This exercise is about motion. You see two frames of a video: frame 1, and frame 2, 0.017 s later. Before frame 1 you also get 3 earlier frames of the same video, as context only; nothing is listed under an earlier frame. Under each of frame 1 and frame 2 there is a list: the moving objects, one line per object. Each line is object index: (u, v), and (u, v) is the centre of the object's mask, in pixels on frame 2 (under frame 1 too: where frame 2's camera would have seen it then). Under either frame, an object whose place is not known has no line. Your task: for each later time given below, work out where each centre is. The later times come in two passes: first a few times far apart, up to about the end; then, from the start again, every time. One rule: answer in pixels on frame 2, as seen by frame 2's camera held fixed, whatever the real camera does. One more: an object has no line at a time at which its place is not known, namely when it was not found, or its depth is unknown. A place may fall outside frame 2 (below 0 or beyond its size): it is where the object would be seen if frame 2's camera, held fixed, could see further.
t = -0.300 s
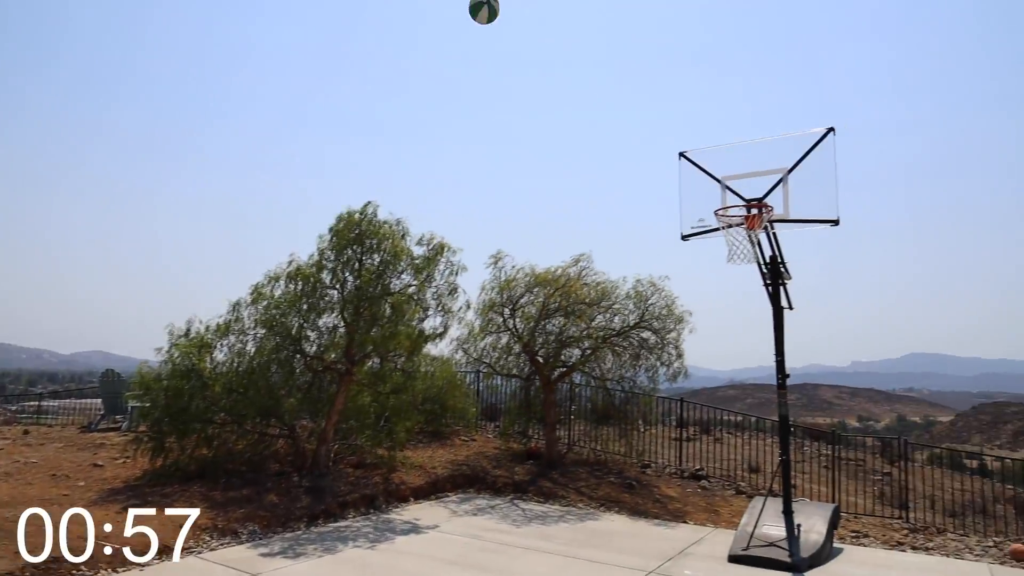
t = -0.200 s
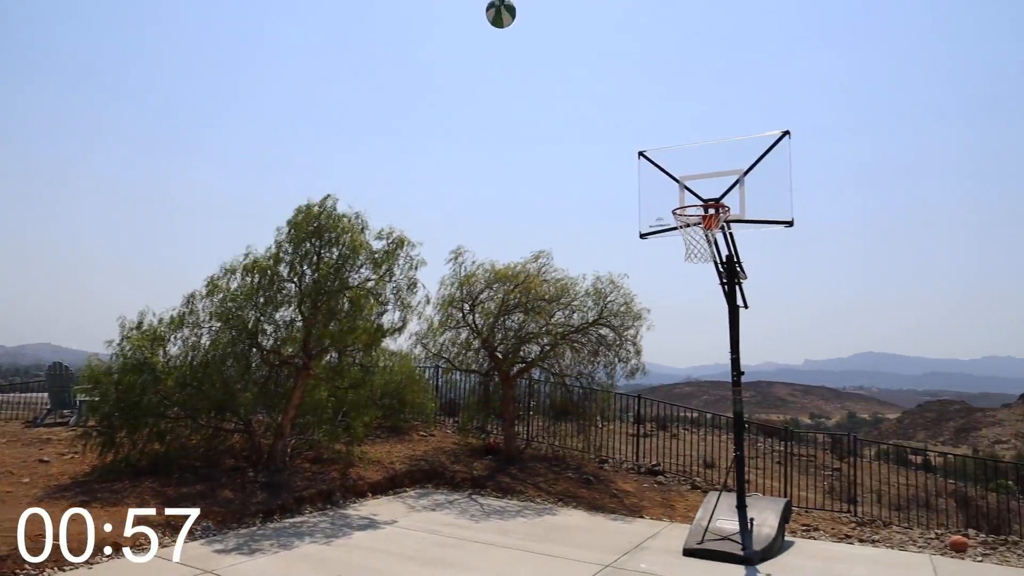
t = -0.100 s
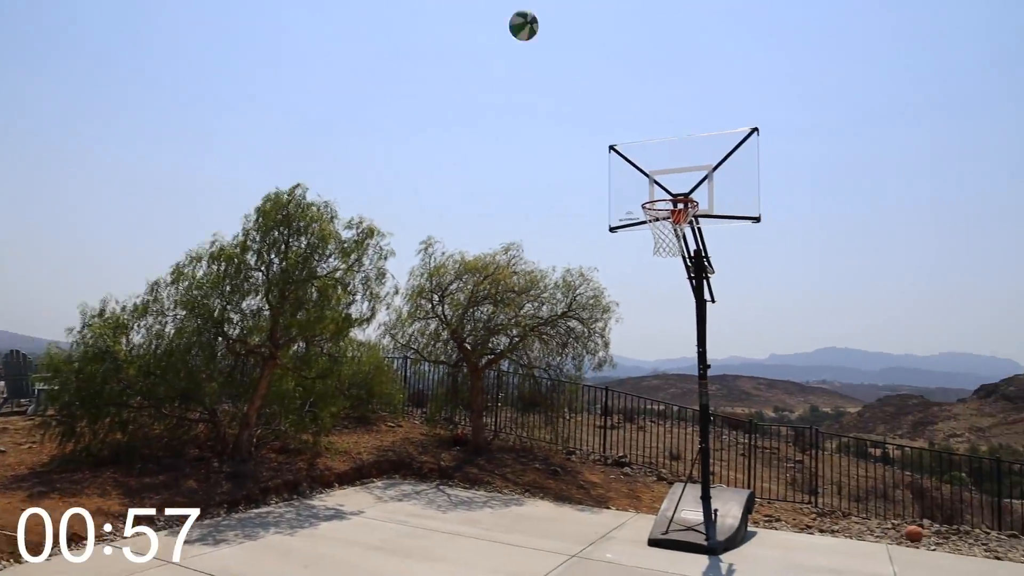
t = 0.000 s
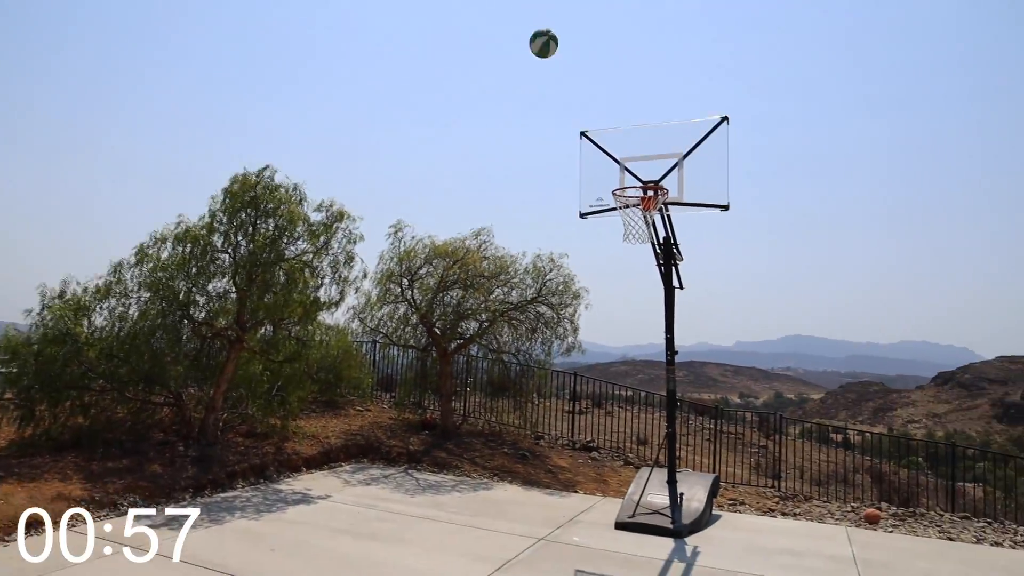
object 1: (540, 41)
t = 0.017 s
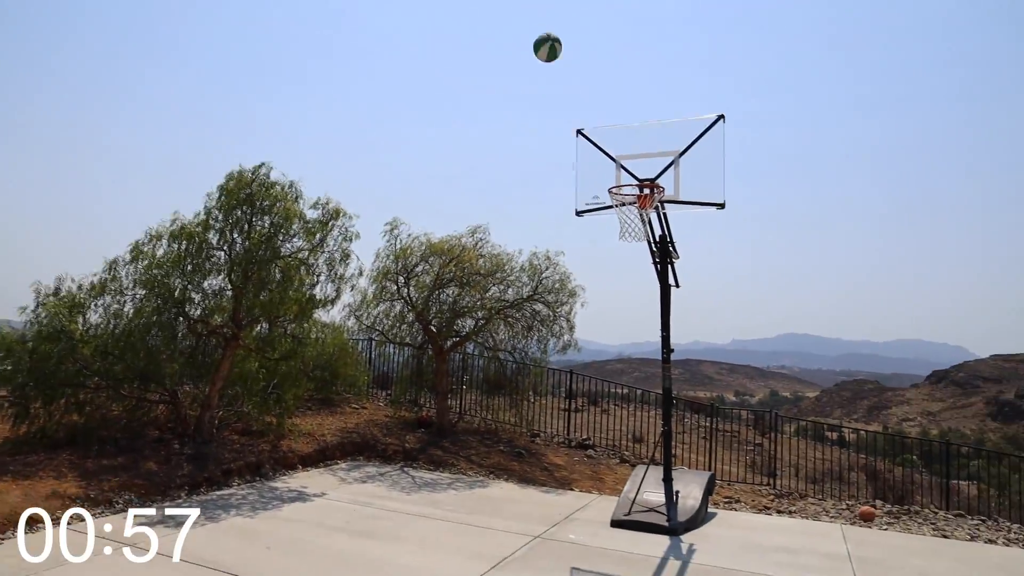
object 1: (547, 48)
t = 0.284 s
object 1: (652, 182)
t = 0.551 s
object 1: (634, 211)
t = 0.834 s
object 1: (649, 314)
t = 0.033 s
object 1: (555, 54)
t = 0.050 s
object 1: (562, 61)
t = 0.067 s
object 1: (569, 68)
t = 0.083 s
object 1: (576, 76)
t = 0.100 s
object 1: (583, 83)
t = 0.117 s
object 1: (589, 92)
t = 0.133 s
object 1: (596, 99)
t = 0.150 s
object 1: (602, 108)
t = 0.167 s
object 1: (609, 117)
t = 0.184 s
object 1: (615, 126)
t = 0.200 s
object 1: (622, 135)
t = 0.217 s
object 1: (628, 145)
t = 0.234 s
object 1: (634, 154)
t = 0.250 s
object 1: (641, 164)
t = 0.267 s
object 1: (648, 172)
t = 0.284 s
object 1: (652, 182)
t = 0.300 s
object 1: (645, 184)
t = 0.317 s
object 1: (640, 188)
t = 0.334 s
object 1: (633, 191)
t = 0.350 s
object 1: (625, 192)
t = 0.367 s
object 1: (623, 193)
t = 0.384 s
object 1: (623, 193)
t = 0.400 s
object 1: (624, 193)
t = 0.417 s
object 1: (625, 194)
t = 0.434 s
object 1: (625, 194)
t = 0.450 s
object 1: (625, 194)
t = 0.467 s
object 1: (625, 194)
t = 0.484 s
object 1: (626, 196)
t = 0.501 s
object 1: (629, 199)
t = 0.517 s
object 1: (631, 205)
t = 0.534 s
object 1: (633, 208)
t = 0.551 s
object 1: (634, 211)
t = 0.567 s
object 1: (635, 215)
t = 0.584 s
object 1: (635, 219)
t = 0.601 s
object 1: (637, 222)
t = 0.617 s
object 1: (638, 227)
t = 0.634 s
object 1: (640, 233)
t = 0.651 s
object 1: (640, 237)
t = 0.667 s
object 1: (642, 242)
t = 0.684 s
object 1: (642, 249)
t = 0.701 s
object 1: (644, 254)
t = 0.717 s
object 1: (645, 261)
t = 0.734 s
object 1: (646, 267)
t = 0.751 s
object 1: (647, 274)
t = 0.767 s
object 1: (648, 281)
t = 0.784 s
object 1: (648, 289)
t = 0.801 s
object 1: (649, 297)
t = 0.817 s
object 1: (649, 305)
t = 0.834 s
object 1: (649, 314)
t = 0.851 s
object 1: (649, 323)
